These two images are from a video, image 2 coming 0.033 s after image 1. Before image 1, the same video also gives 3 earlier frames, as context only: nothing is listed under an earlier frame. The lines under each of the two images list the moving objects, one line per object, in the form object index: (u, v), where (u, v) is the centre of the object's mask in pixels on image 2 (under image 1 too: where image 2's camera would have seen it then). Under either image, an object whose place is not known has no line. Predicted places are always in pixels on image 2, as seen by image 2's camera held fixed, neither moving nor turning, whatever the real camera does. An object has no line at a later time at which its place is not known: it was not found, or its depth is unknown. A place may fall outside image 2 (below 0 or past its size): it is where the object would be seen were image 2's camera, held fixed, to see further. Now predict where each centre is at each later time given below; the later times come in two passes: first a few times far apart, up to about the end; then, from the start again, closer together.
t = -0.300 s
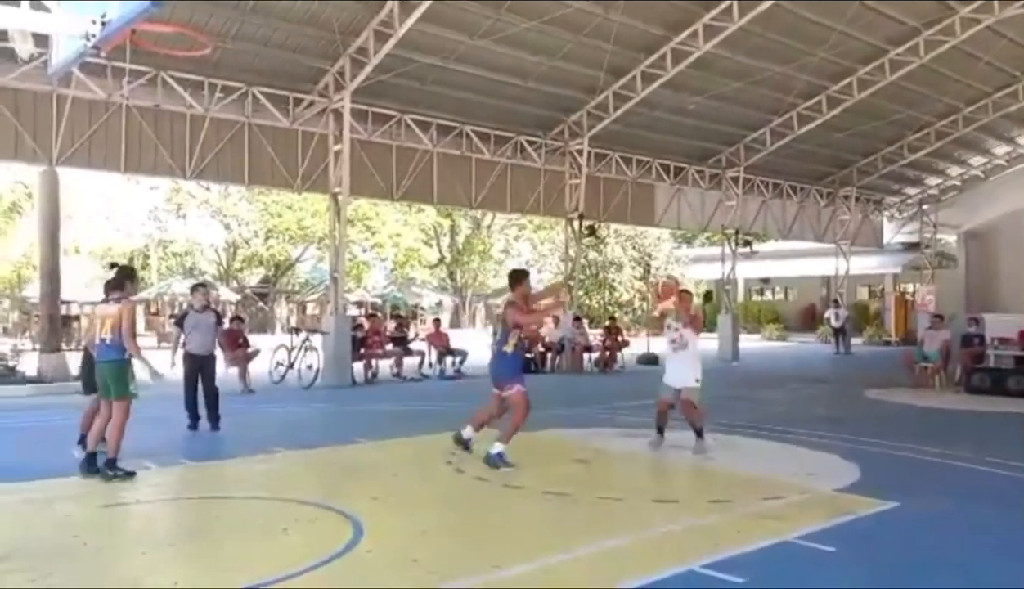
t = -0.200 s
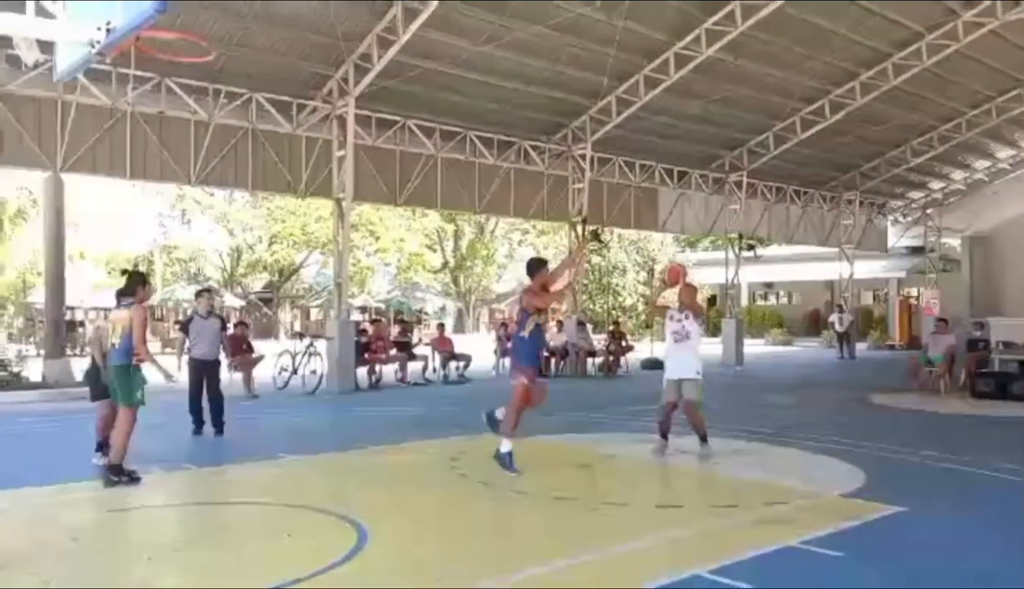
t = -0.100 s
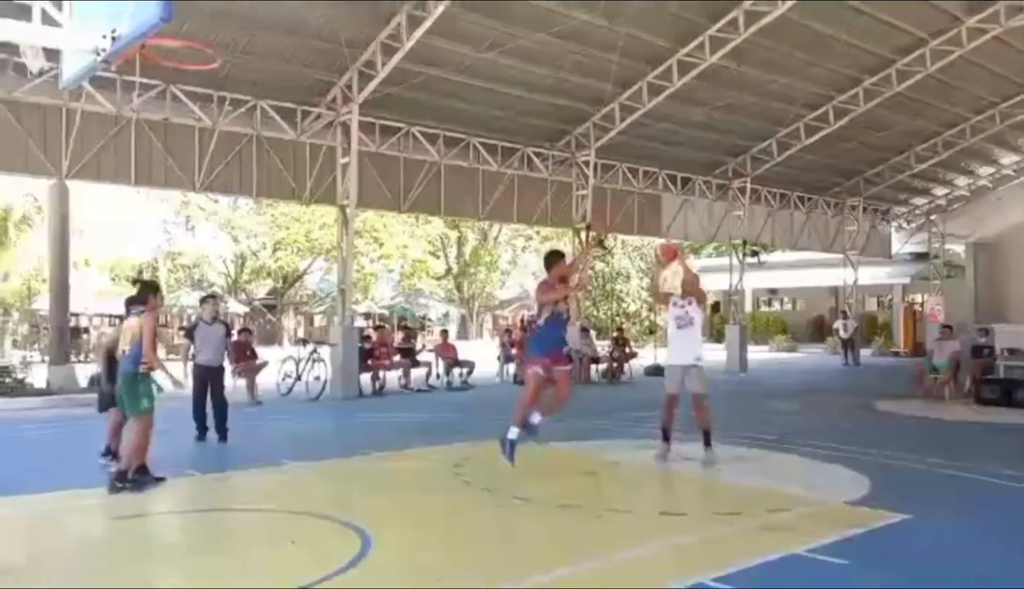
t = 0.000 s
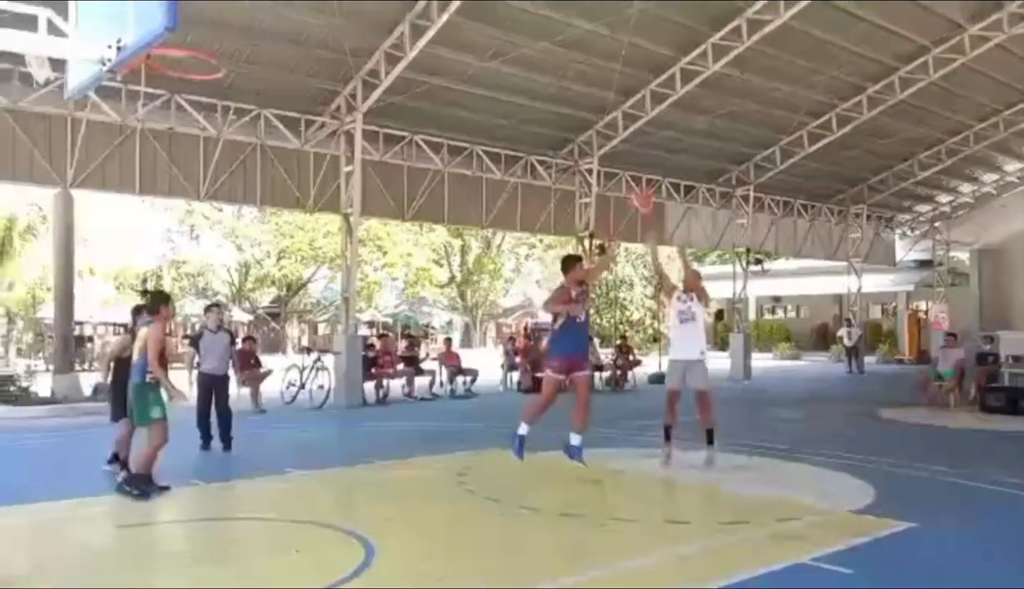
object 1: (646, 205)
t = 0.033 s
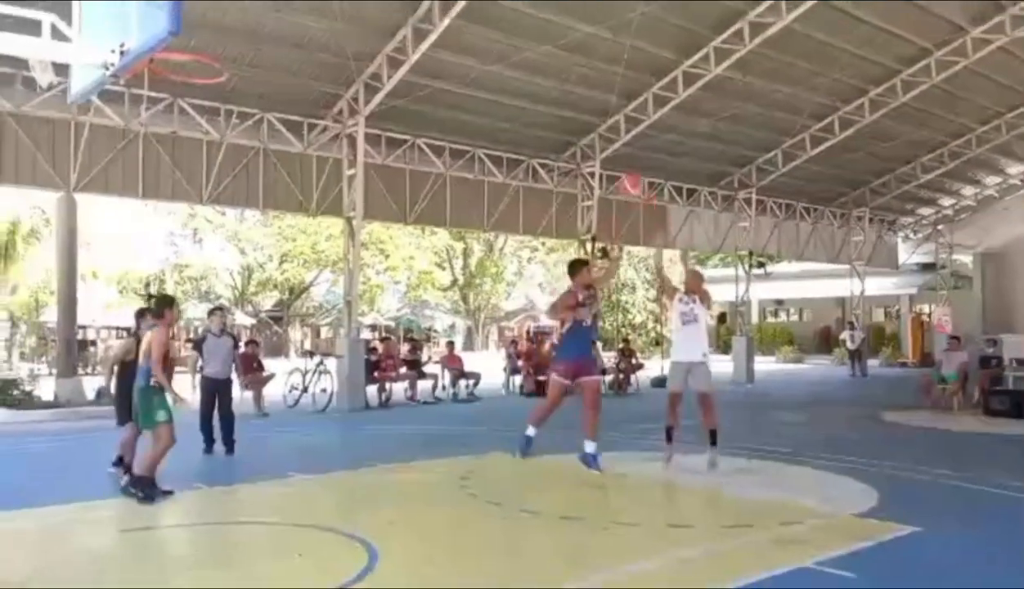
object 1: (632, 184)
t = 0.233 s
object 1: (554, 79)
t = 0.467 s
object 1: (443, -5)
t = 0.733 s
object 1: (287, -29)
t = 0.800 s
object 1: (241, -20)
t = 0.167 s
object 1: (580, 111)
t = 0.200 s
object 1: (566, 95)
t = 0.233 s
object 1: (554, 79)
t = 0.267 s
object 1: (539, 64)
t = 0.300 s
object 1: (525, 49)
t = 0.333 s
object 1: (508, 38)
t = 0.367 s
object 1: (494, 24)
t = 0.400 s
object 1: (478, 12)
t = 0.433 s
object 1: (462, 5)
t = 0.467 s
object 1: (443, -5)
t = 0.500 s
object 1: (426, -14)
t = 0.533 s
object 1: (409, -20)
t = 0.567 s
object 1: (389, -26)
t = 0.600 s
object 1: (372, -29)
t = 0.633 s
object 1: (353, -31)
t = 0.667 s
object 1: (332, -31)
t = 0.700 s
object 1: (310, -33)
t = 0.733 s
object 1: (287, -29)
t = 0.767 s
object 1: (265, -27)
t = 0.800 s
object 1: (241, -20)
